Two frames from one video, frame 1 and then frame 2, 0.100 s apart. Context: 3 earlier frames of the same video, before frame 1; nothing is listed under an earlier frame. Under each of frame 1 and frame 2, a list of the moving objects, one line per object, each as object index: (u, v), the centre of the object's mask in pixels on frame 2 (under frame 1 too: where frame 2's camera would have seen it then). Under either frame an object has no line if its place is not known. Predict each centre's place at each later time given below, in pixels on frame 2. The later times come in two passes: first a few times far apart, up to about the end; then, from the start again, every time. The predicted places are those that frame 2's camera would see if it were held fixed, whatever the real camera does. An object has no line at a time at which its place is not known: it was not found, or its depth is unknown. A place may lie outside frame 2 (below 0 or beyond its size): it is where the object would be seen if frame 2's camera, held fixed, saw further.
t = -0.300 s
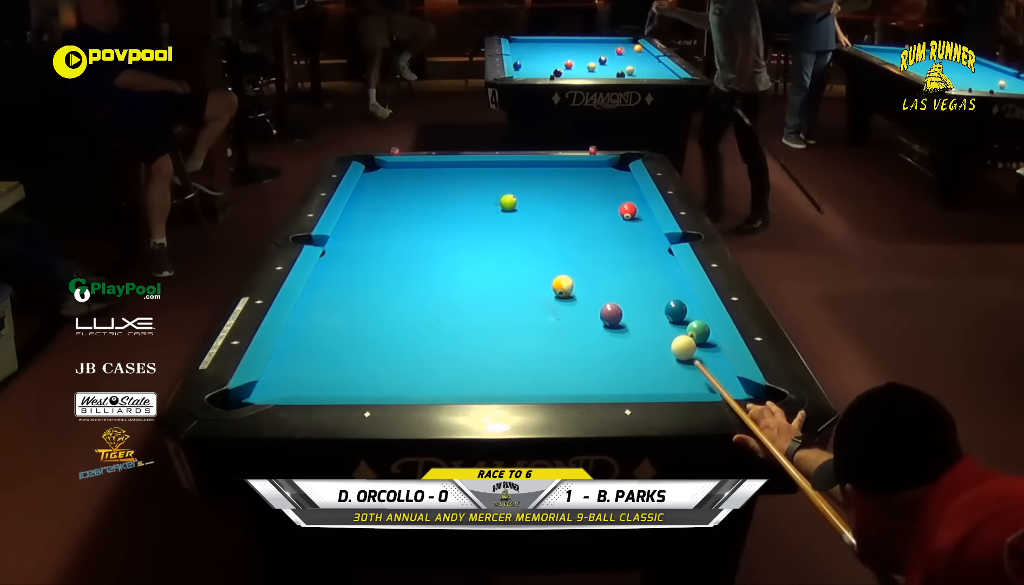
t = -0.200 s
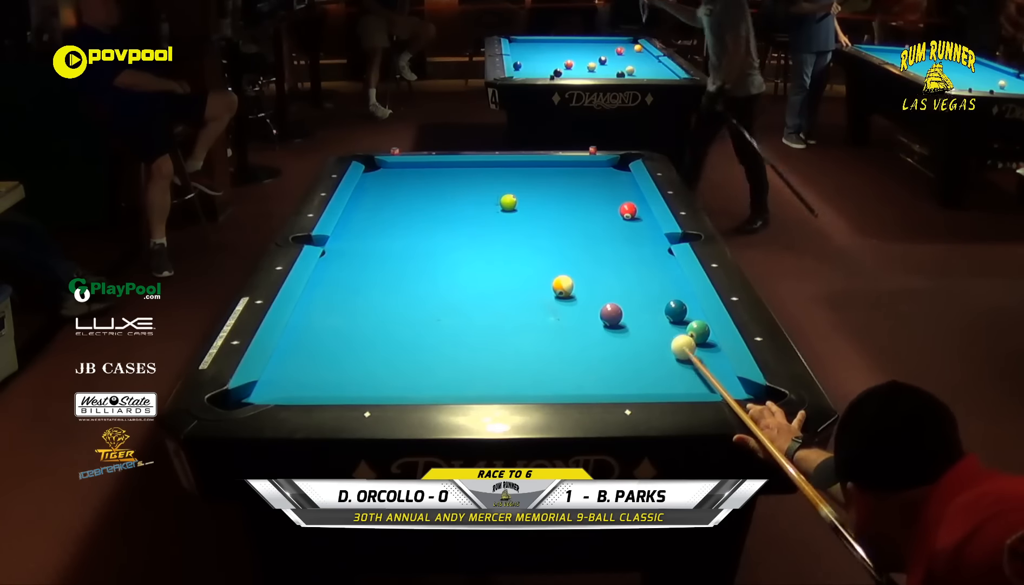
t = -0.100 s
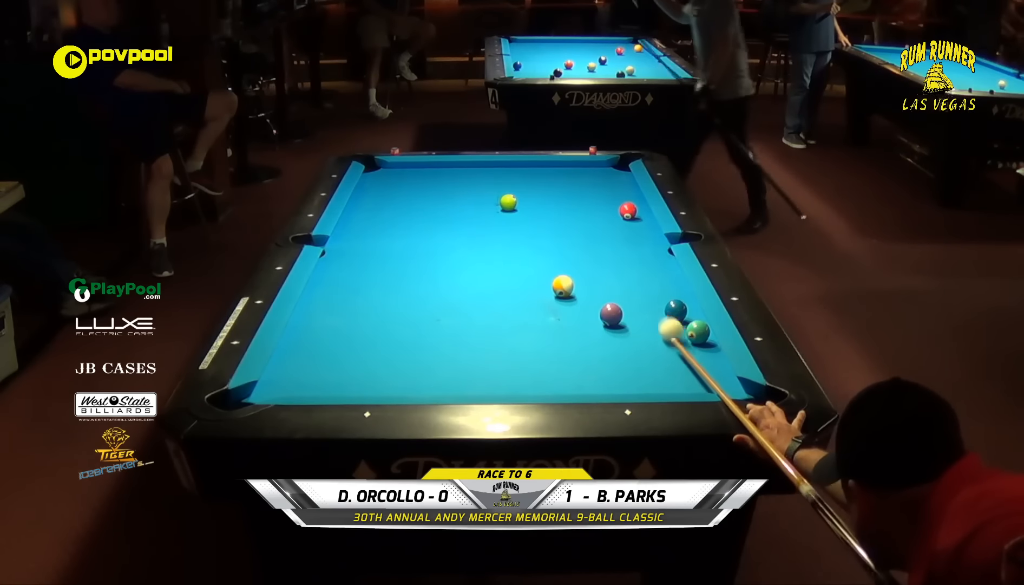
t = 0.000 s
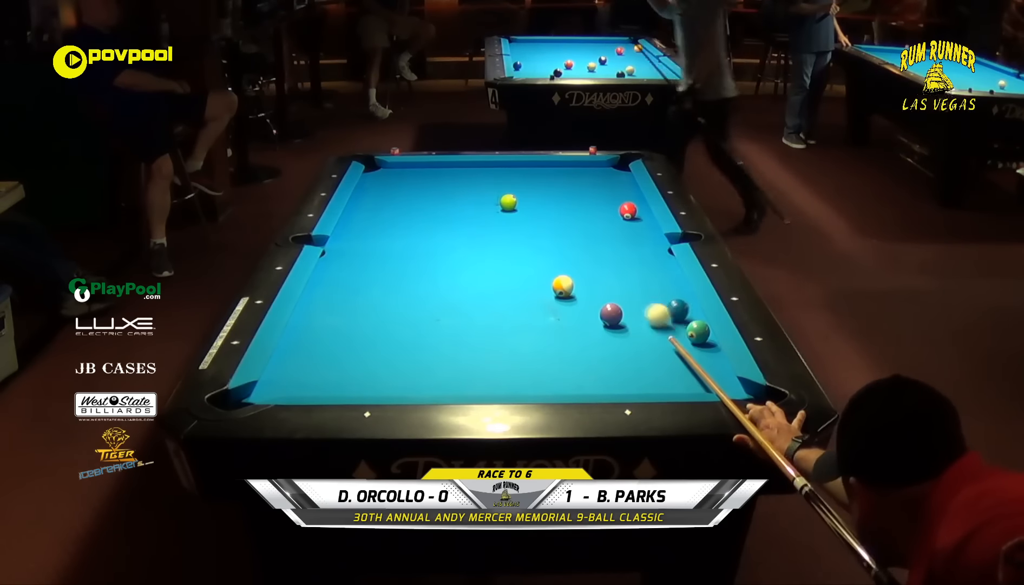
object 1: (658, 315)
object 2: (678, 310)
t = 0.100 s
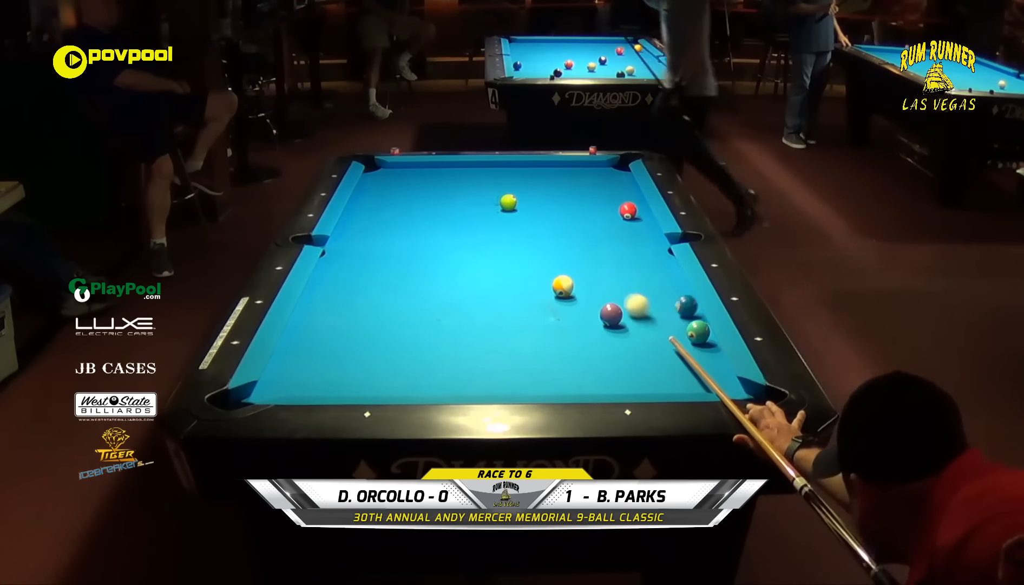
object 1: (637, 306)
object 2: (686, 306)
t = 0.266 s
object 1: (605, 289)
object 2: (679, 301)
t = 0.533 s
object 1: (560, 267)
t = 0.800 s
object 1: (522, 249)
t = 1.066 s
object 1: (487, 233)
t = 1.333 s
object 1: (458, 218)
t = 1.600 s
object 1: (431, 206)
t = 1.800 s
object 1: (414, 197)
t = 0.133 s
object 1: (631, 302)
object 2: (687, 304)
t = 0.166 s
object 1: (624, 298)
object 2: (685, 304)
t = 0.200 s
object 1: (618, 295)
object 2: (683, 302)
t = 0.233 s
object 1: (611, 292)
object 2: (681, 302)
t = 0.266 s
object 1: (605, 289)
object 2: (679, 301)
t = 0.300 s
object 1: (599, 287)
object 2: (677, 300)
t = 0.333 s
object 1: (593, 284)
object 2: (675, 299)
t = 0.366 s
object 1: (588, 281)
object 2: (673, 298)
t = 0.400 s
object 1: (582, 279)
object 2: (671, 297)
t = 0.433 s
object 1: (578, 275)
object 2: (669, 297)
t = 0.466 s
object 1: (572, 272)
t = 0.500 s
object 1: (567, 269)
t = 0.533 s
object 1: (560, 267)
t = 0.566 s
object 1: (555, 265)
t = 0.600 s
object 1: (551, 264)
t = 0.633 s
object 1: (545, 260)
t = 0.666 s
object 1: (541, 258)
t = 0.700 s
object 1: (536, 256)
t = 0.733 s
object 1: (531, 254)
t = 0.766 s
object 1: (526, 251)
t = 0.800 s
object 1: (522, 249)
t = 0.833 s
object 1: (517, 247)
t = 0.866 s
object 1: (513, 245)
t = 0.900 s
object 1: (508, 243)
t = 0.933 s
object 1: (504, 241)
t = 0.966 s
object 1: (500, 239)
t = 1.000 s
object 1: (496, 237)
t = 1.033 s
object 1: (491, 235)
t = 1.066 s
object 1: (487, 233)
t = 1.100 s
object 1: (483, 231)
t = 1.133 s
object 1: (479, 229)
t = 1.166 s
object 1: (476, 227)
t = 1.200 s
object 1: (472, 225)
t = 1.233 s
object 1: (468, 224)
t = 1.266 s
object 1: (464, 222)
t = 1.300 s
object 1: (461, 220)
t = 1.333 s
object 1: (458, 218)
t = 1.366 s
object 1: (454, 217)
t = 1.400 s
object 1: (451, 215)
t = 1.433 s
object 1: (447, 213)
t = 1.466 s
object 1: (444, 212)
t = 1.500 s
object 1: (441, 210)
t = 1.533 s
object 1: (438, 209)
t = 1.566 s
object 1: (434, 207)
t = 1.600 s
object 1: (431, 206)
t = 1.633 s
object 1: (428, 204)
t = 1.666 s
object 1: (425, 203)
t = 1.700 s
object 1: (422, 201)
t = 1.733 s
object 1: (419, 200)
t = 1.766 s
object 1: (416, 199)
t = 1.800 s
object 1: (414, 197)
